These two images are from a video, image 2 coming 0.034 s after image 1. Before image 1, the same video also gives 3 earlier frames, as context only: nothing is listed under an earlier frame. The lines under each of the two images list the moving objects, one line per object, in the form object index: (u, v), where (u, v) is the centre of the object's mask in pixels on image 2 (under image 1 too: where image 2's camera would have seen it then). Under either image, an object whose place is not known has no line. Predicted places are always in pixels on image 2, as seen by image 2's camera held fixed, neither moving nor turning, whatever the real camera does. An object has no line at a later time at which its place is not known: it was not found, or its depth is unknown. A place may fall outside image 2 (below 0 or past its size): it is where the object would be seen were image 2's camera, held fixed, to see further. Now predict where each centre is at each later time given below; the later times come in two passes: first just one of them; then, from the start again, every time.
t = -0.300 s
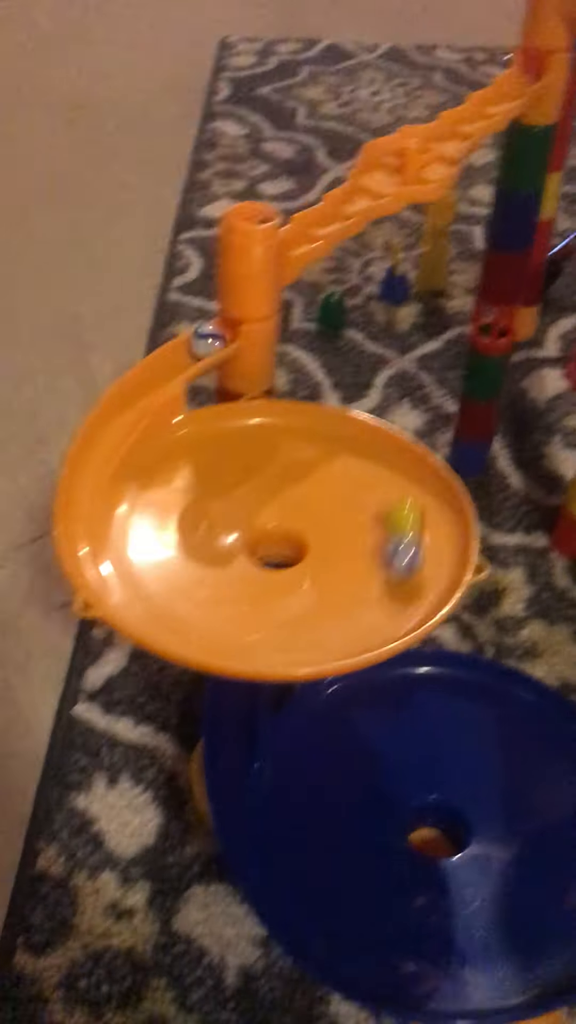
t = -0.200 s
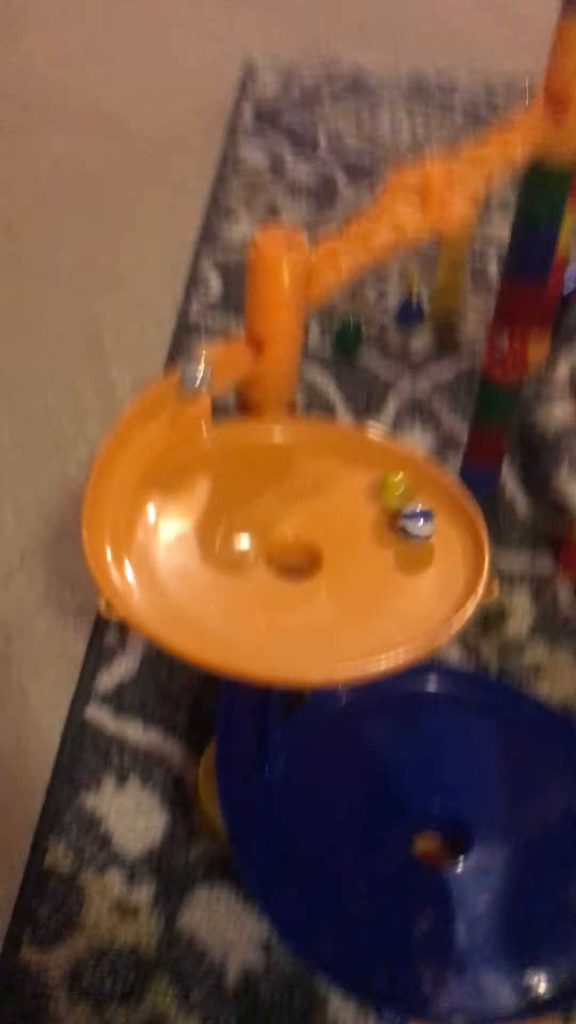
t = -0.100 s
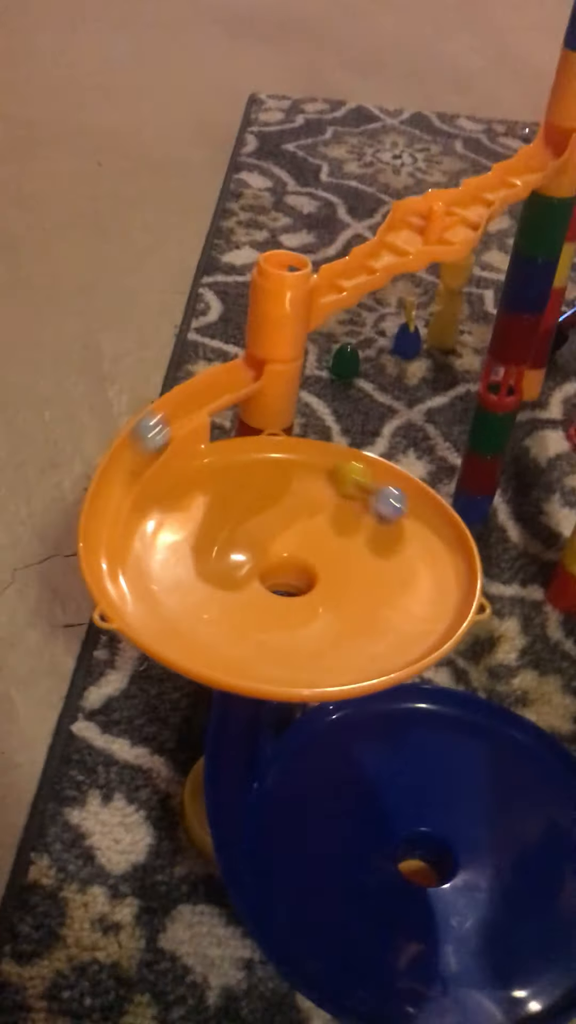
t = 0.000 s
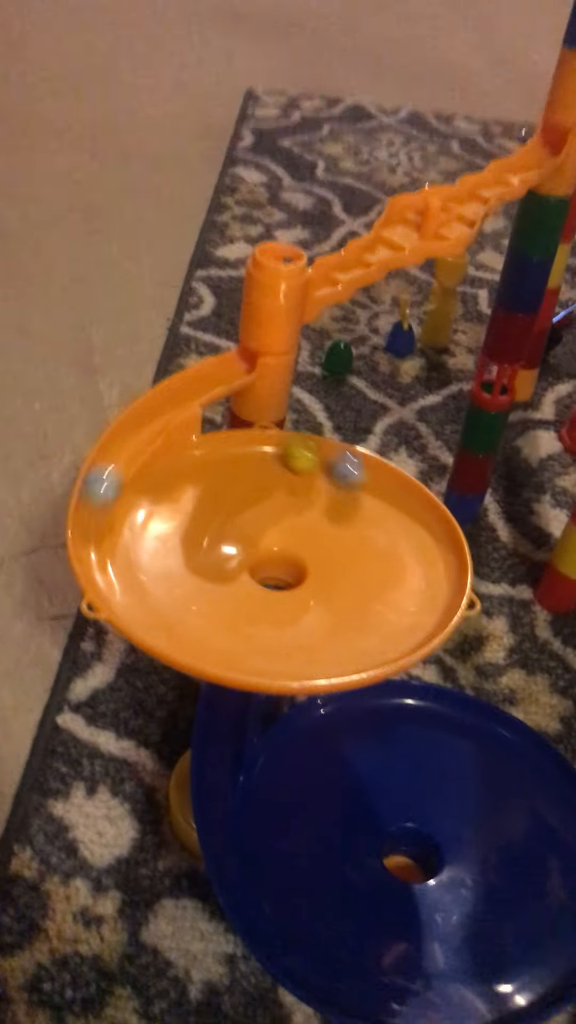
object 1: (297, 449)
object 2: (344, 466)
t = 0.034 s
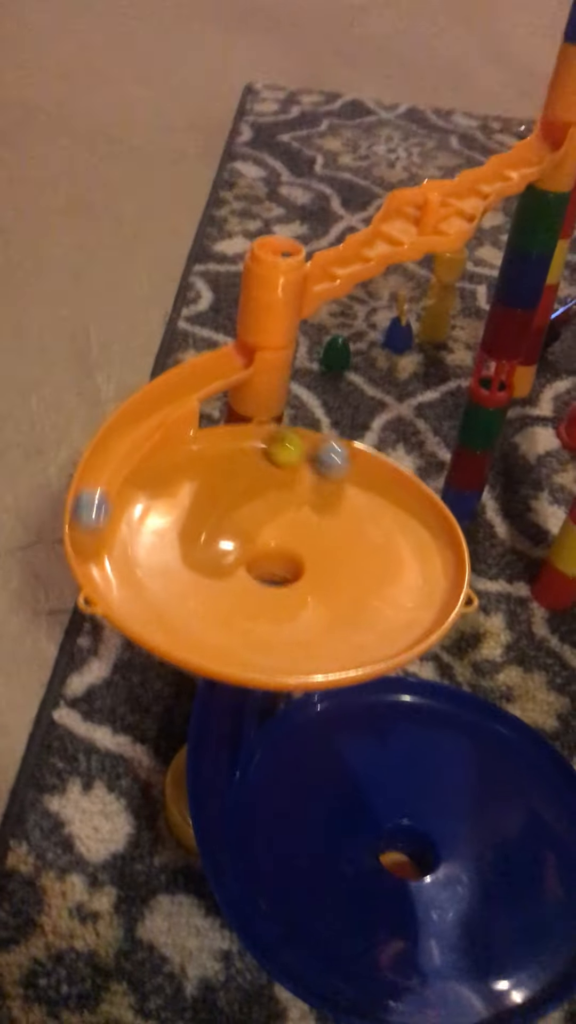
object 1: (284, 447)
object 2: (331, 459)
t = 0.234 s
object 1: (212, 487)
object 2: (249, 468)
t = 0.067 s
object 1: (270, 449)
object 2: (318, 456)
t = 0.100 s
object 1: (256, 452)
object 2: (303, 455)
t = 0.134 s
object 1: (242, 456)
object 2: (288, 455)
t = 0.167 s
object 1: (233, 461)
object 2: (275, 458)
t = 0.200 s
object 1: (220, 473)
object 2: (262, 462)
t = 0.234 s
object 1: (212, 487)
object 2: (249, 468)
